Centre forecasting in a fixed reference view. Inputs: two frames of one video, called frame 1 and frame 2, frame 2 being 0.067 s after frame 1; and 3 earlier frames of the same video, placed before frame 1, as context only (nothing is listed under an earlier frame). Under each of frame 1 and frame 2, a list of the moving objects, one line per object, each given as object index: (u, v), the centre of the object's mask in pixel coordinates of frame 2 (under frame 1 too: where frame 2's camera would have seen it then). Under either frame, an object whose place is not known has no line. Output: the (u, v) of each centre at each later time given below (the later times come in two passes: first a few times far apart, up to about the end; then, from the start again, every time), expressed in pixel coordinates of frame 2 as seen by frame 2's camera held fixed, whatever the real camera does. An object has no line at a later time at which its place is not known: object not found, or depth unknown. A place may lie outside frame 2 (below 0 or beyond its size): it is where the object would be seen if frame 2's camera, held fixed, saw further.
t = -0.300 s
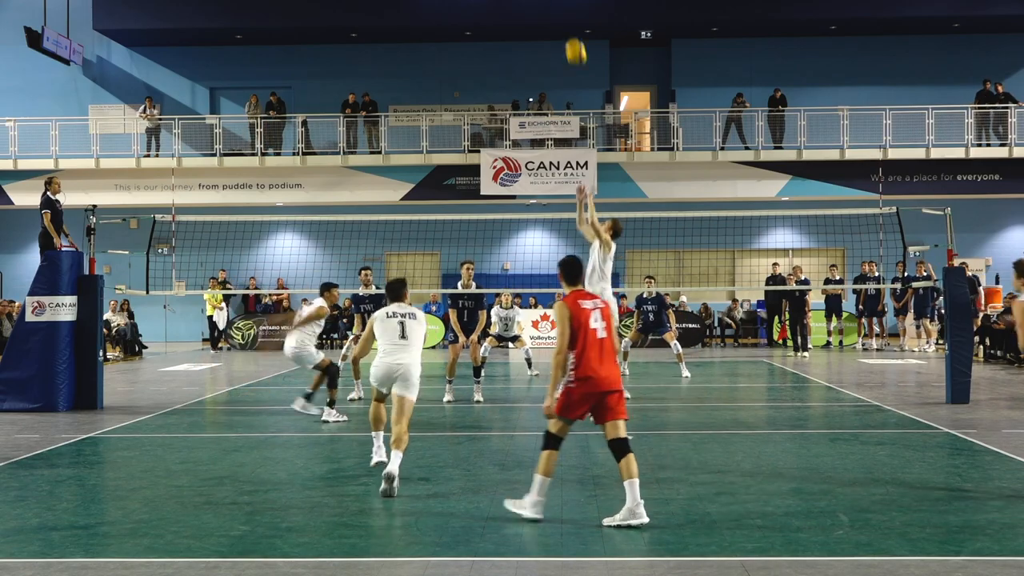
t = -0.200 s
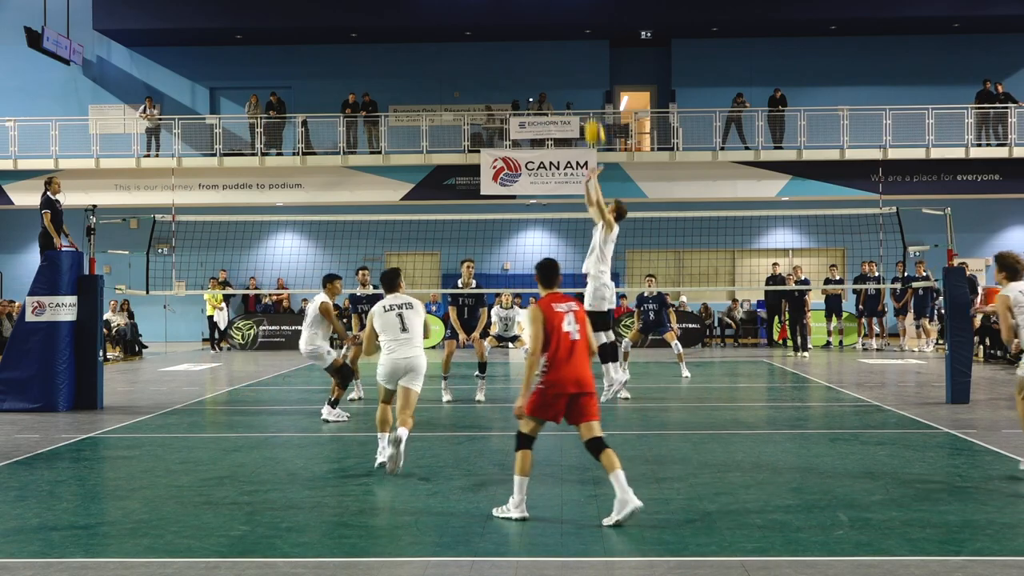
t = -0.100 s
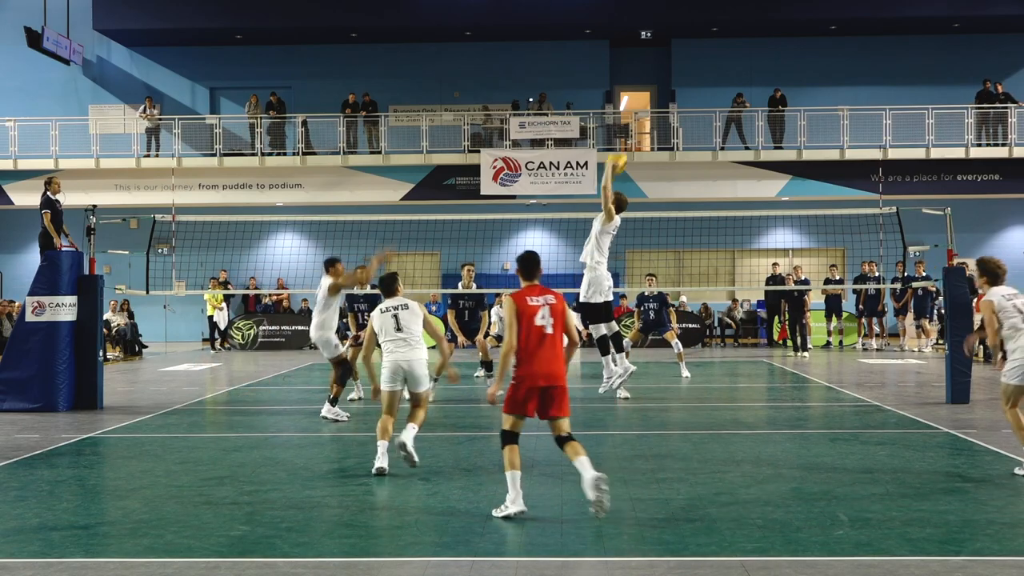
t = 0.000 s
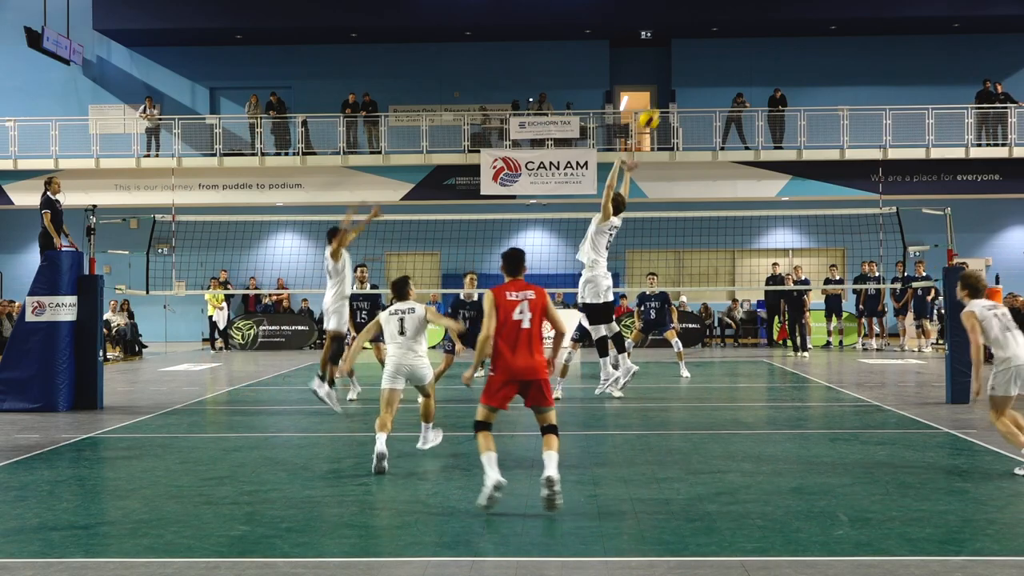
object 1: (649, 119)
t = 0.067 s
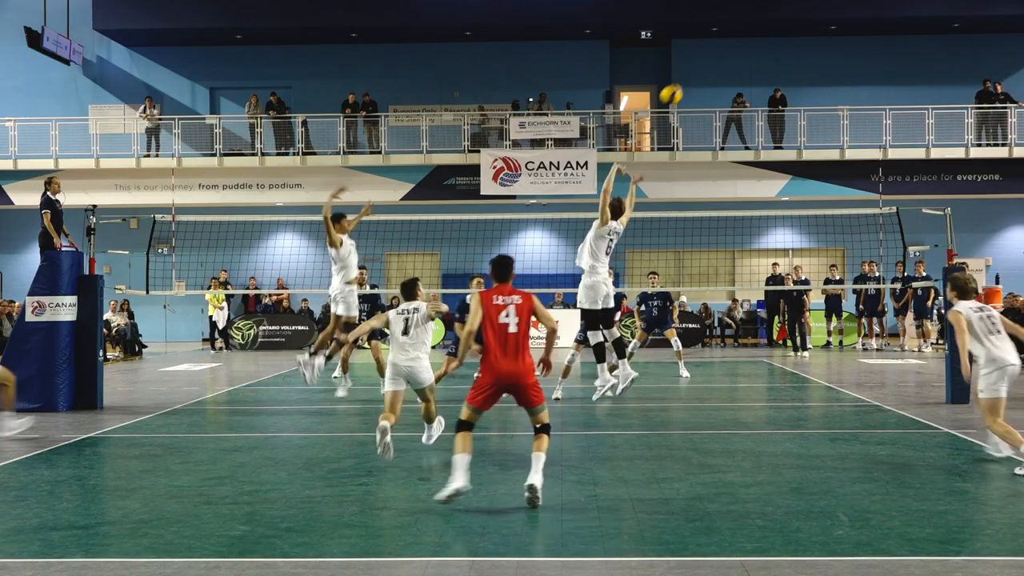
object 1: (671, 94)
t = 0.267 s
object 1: (737, 47)
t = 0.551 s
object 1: (828, 44)
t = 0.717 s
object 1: (881, 77)
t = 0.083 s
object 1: (677, 89)
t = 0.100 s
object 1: (682, 84)
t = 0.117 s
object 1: (688, 79)
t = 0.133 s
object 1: (693, 74)
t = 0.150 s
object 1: (699, 70)
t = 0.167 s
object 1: (704, 66)
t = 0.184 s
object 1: (710, 62)
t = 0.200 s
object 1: (715, 59)
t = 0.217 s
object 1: (721, 55)
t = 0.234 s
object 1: (726, 52)
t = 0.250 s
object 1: (731, 50)
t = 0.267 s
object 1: (737, 47)
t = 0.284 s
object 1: (742, 45)
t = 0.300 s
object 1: (748, 43)
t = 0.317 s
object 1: (753, 42)
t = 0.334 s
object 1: (759, 40)
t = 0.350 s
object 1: (764, 39)
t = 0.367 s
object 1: (769, 38)
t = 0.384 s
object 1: (775, 37)
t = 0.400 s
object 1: (780, 37)
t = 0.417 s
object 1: (785, 37)
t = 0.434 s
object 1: (791, 37)
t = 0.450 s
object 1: (796, 37)
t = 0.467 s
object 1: (801, 38)
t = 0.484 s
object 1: (807, 39)
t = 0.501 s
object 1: (812, 40)
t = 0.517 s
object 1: (817, 41)
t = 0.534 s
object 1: (822, 43)
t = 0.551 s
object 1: (828, 44)
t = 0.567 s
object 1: (833, 46)
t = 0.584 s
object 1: (838, 49)
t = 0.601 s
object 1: (844, 51)
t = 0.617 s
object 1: (849, 54)
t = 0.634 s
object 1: (854, 57)
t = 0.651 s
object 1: (860, 61)
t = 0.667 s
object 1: (865, 64)
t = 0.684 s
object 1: (870, 68)
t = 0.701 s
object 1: (876, 72)
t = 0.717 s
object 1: (881, 77)
